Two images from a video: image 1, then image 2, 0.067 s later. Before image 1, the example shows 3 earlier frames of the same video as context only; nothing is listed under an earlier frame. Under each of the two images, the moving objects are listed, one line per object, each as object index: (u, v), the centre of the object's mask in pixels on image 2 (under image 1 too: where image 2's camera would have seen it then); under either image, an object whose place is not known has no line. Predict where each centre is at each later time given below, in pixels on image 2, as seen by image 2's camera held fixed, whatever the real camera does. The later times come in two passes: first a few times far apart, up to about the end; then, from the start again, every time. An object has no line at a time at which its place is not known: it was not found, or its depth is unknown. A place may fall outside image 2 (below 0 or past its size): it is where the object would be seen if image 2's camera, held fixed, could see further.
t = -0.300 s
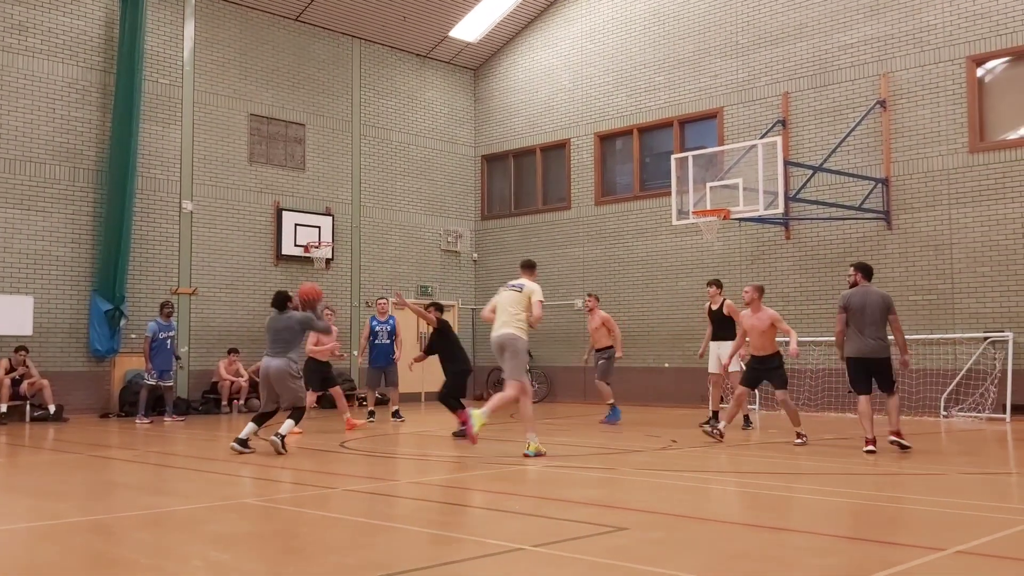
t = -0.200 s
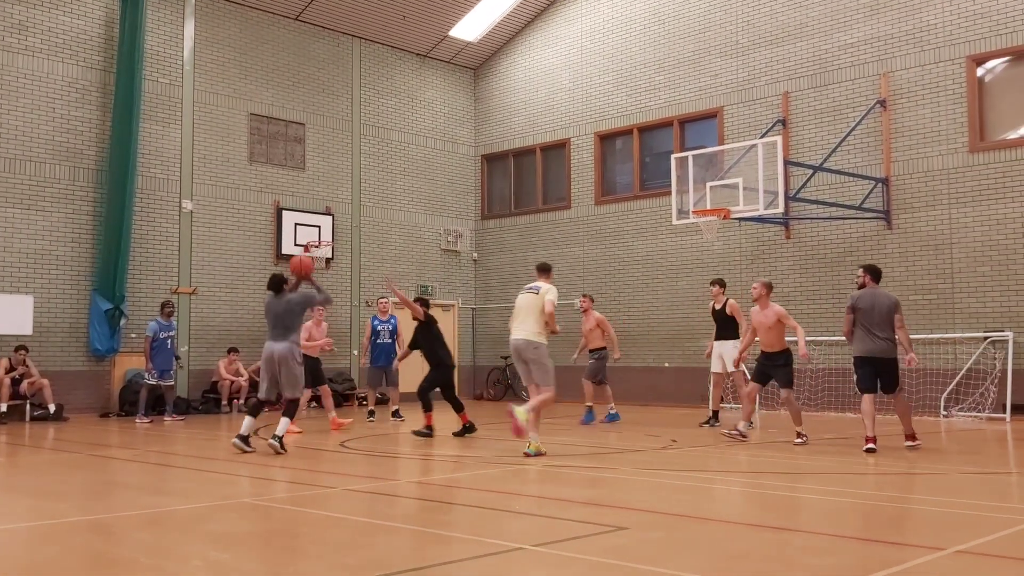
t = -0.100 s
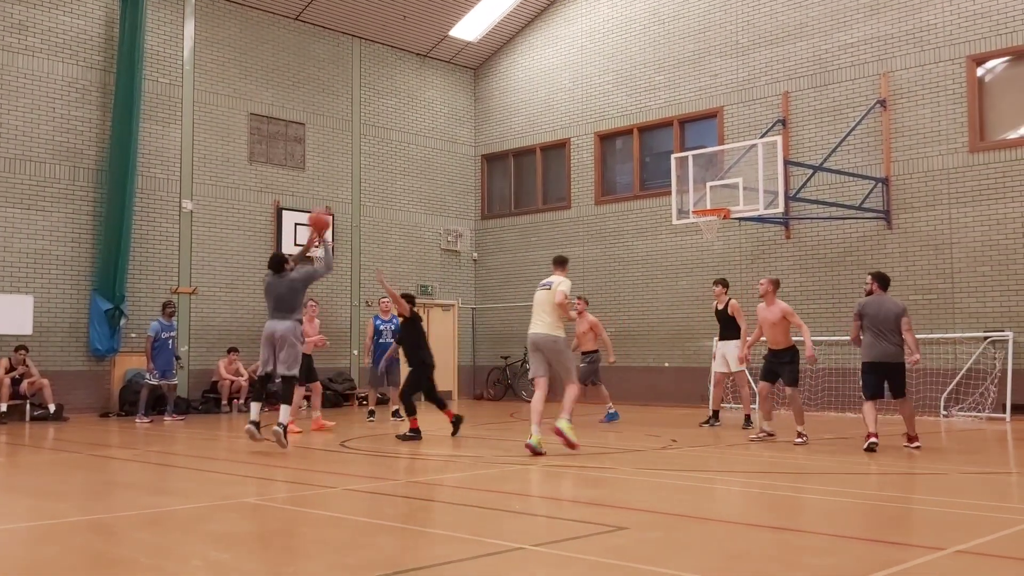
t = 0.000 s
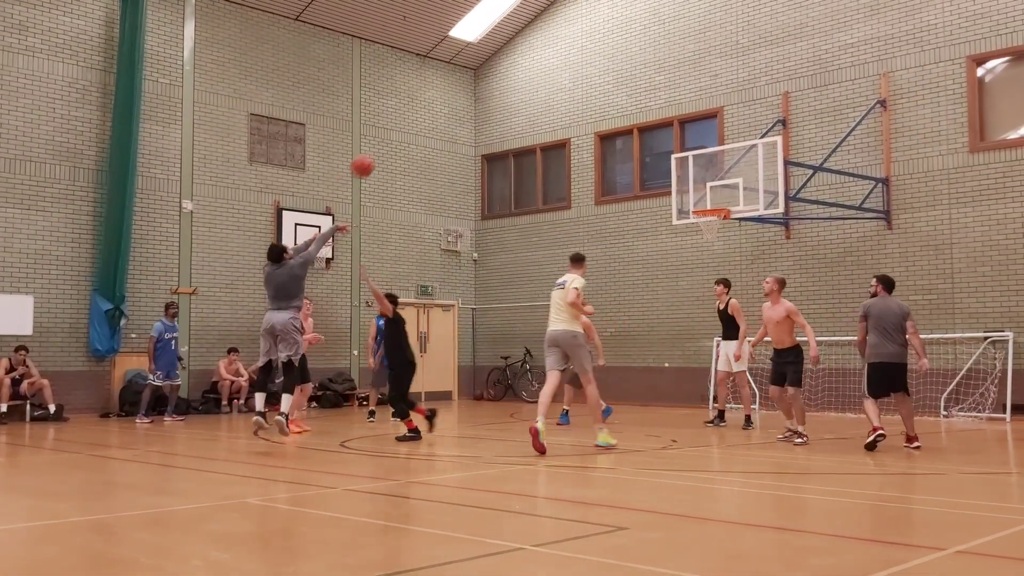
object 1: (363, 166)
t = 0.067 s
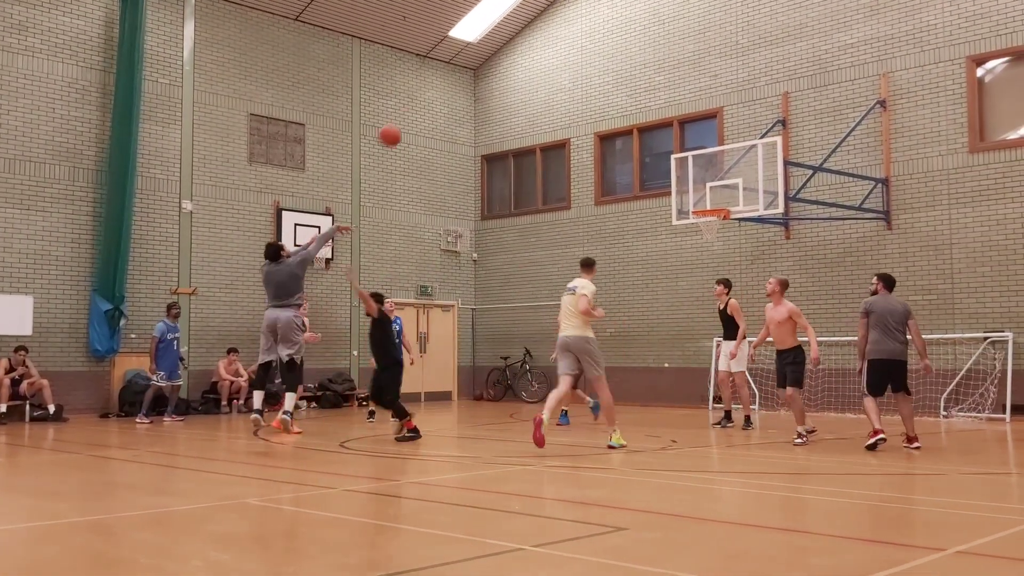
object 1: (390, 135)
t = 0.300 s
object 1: (478, 66)
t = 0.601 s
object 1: (573, 52)
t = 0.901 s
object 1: (653, 104)
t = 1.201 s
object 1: (719, 201)
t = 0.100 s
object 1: (403, 122)
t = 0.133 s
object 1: (417, 110)
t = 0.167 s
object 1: (429, 100)
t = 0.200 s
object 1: (442, 90)
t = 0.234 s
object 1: (454, 81)
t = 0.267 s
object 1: (466, 73)
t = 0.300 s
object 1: (478, 66)
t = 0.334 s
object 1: (489, 61)
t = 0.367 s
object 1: (500, 57)
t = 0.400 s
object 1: (510, 54)
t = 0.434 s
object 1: (521, 53)
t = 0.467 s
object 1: (532, 51)
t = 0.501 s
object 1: (543, 50)
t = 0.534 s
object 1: (553, 49)
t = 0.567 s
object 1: (564, 49)
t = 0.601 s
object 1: (573, 52)
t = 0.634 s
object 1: (582, 55)
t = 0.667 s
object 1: (592, 59)
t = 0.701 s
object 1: (601, 63)
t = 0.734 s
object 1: (610, 68)
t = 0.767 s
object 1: (619, 74)
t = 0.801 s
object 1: (628, 80)
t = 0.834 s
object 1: (636, 87)
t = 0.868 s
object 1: (645, 96)
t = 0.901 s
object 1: (653, 104)
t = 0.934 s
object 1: (661, 112)
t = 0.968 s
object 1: (669, 123)
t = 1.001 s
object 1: (678, 132)
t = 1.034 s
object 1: (685, 142)
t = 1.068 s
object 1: (693, 154)
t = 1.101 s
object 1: (700, 168)
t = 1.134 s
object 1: (708, 180)
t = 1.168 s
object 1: (716, 194)
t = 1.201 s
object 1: (719, 201)
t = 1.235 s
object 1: (713, 194)
